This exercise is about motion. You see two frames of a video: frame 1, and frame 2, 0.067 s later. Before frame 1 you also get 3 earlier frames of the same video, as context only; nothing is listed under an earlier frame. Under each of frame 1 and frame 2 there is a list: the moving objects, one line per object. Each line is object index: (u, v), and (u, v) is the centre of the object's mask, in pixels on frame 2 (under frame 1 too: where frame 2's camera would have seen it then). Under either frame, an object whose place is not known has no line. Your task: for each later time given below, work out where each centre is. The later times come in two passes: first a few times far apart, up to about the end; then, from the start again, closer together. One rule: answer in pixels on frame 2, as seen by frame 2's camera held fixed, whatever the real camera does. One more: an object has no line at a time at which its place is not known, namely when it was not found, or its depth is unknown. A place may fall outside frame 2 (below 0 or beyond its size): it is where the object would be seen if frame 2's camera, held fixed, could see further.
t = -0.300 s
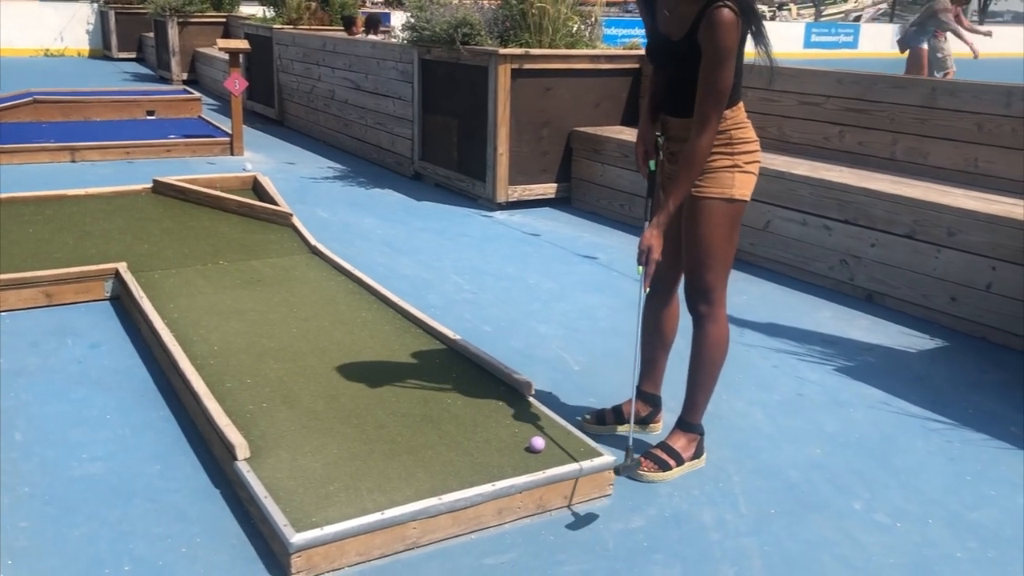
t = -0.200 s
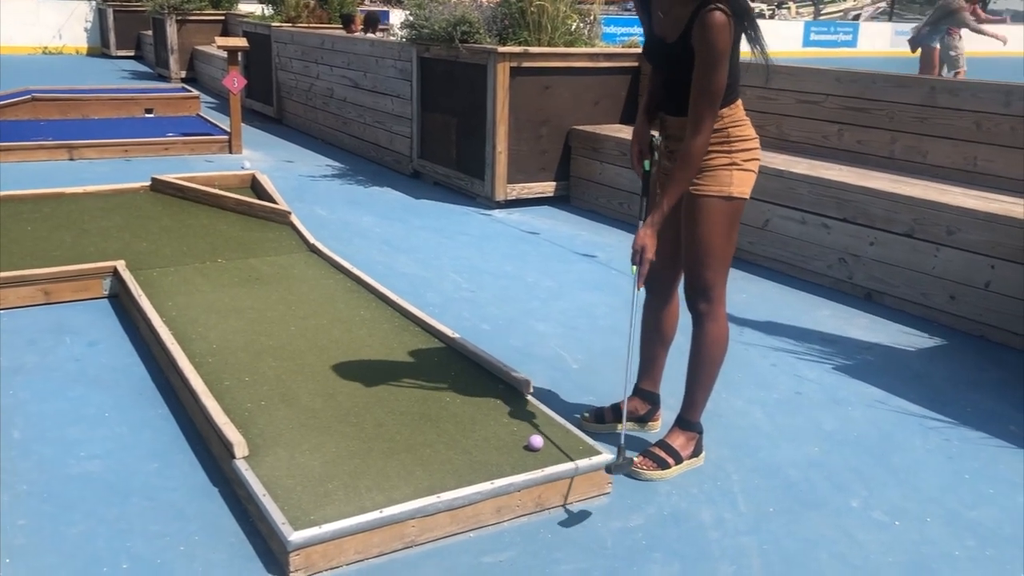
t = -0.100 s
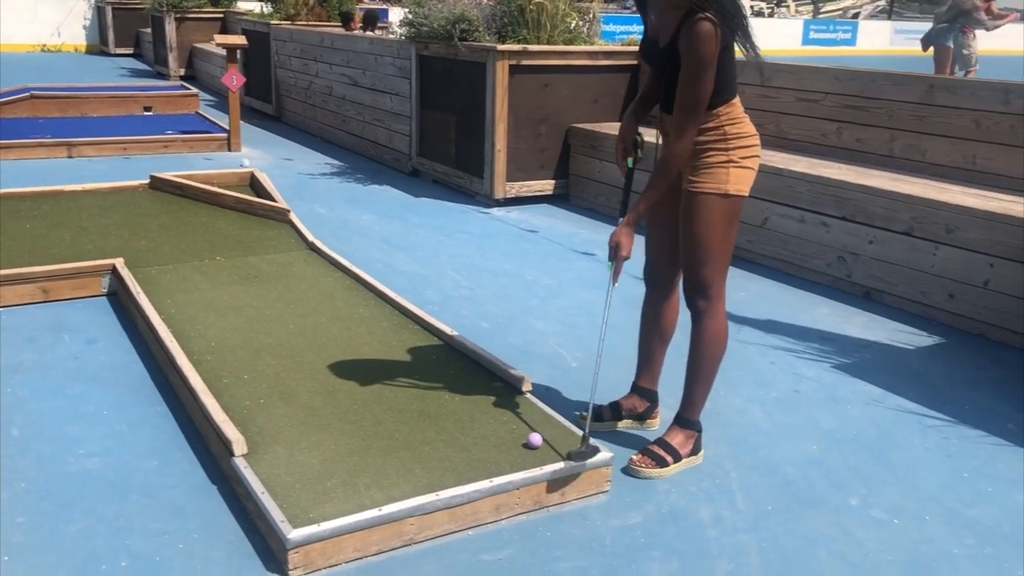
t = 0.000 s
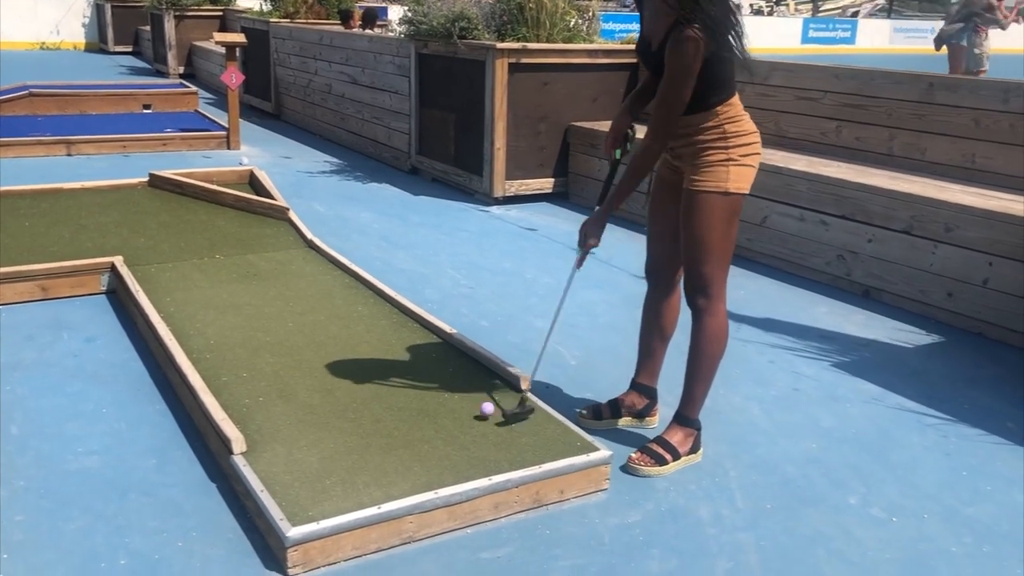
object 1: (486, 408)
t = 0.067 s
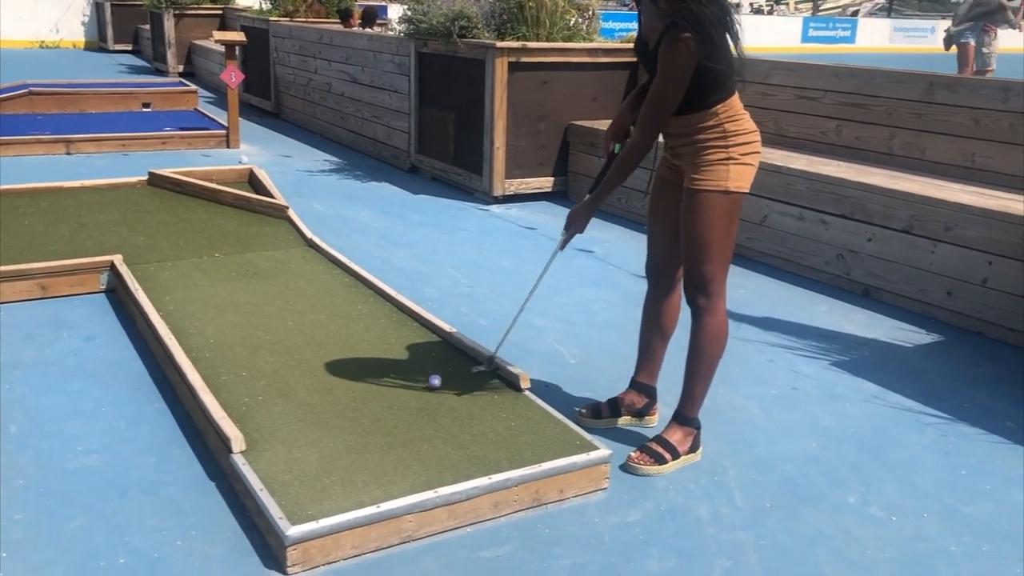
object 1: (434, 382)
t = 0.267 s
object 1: (326, 323)
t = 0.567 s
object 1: (224, 268)
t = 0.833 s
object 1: (161, 215)
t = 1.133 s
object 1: (131, 185)
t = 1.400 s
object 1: (130, 224)
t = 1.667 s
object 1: (130, 259)
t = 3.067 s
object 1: (291, 356)
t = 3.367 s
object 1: (335, 376)
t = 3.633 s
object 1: (374, 395)
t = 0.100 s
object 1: (413, 367)
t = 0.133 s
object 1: (393, 357)
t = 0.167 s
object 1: (374, 349)
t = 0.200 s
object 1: (357, 337)
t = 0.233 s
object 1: (341, 329)
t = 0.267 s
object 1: (326, 323)
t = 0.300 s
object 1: (312, 316)
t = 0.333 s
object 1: (300, 309)
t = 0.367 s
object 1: (287, 303)
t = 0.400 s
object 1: (275, 296)
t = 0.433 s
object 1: (265, 290)
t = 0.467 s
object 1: (254, 284)
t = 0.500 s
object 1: (243, 279)
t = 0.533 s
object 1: (233, 273)
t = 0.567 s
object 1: (224, 268)
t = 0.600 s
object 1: (215, 262)
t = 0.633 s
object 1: (206, 258)
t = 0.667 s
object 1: (198, 253)
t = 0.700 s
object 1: (190, 243)
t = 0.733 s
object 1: (182, 235)
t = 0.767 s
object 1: (175, 229)
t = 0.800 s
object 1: (168, 223)
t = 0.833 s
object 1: (161, 215)
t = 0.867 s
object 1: (155, 210)
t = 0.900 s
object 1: (149, 203)
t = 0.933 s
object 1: (143, 197)
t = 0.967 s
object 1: (137, 192)
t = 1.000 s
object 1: (131, 186)
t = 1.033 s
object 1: (129, 184)
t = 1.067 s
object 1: (130, 182)
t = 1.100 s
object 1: (130, 182)
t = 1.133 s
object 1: (131, 185)
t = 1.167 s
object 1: (131, 191)
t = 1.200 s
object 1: (132, 199)
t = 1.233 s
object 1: (133, 208)
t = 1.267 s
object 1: (132, 207)
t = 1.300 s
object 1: (131, 209)
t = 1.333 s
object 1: (131, 213)
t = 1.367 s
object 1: (131, 218)
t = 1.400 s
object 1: (130, 224)
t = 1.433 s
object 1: (130, 226)
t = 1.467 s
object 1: (130, 230)
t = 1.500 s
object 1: (130, 236)
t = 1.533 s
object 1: (130, 239)
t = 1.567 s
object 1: (130, 244)
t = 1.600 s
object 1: (130, 249)
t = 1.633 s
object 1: (130, 253)
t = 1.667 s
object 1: (130, 259)
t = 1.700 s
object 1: (131, 260)
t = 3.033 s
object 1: (286, 354)
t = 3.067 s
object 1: (291, 356)
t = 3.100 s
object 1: (296, 358)
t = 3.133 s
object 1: (301, 360)
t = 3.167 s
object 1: (306, 362)
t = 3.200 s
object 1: (311, 365)
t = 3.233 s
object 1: (315, 367)
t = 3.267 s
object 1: (320, 369)
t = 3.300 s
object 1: (325, 372)
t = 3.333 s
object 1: (330, 373)
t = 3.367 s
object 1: (335, 376)
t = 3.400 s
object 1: (339, 378)
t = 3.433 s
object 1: (345, 381)
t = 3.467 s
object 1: (349, 383)
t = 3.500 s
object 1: (355, 385)
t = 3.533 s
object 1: (359, 388)
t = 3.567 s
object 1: (364, 390)
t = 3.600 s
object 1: (369, 392)
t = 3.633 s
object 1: (374, 395)
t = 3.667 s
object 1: (379, 397)
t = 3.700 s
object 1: (384, 400)
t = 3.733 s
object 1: (389, 402)
